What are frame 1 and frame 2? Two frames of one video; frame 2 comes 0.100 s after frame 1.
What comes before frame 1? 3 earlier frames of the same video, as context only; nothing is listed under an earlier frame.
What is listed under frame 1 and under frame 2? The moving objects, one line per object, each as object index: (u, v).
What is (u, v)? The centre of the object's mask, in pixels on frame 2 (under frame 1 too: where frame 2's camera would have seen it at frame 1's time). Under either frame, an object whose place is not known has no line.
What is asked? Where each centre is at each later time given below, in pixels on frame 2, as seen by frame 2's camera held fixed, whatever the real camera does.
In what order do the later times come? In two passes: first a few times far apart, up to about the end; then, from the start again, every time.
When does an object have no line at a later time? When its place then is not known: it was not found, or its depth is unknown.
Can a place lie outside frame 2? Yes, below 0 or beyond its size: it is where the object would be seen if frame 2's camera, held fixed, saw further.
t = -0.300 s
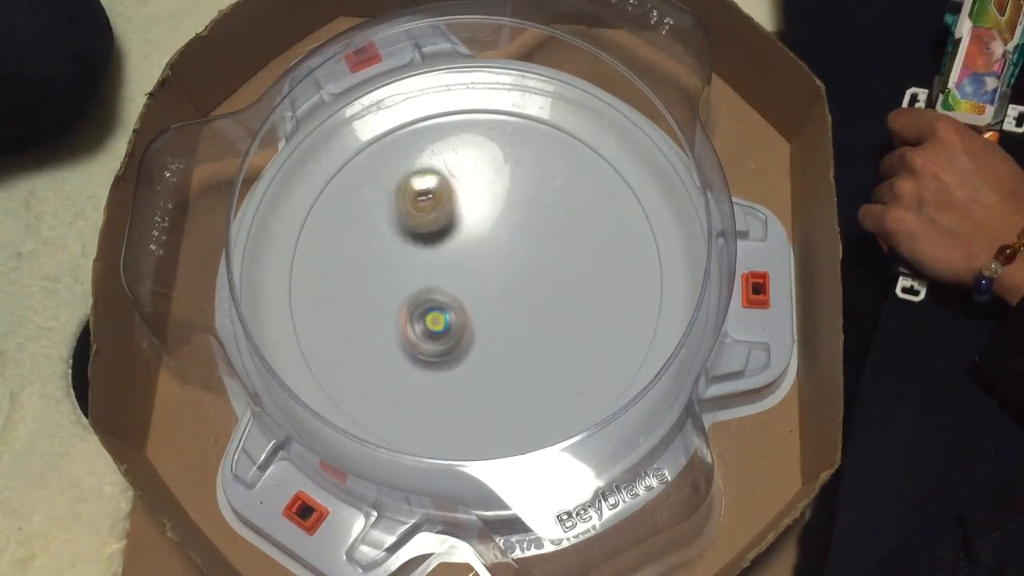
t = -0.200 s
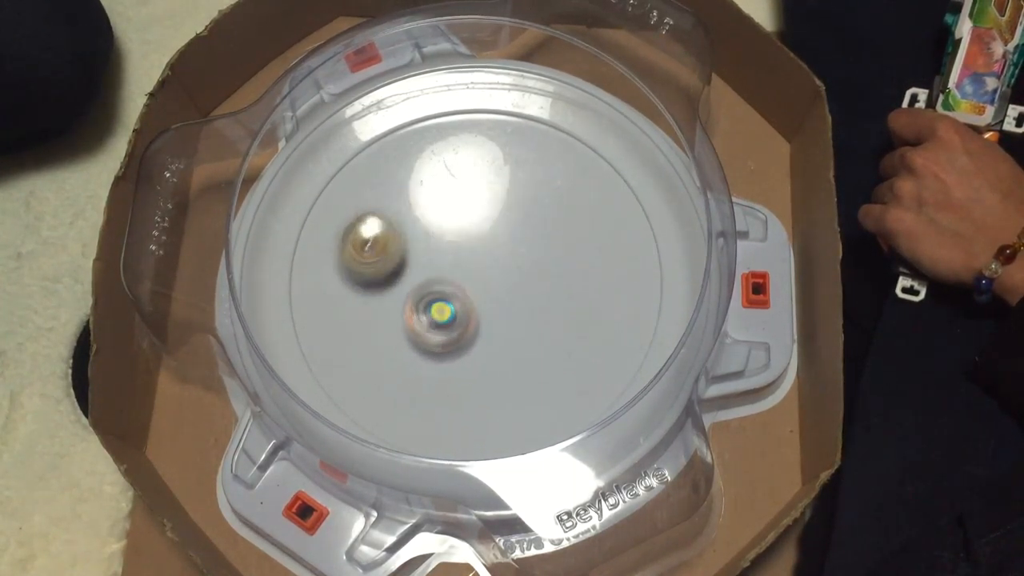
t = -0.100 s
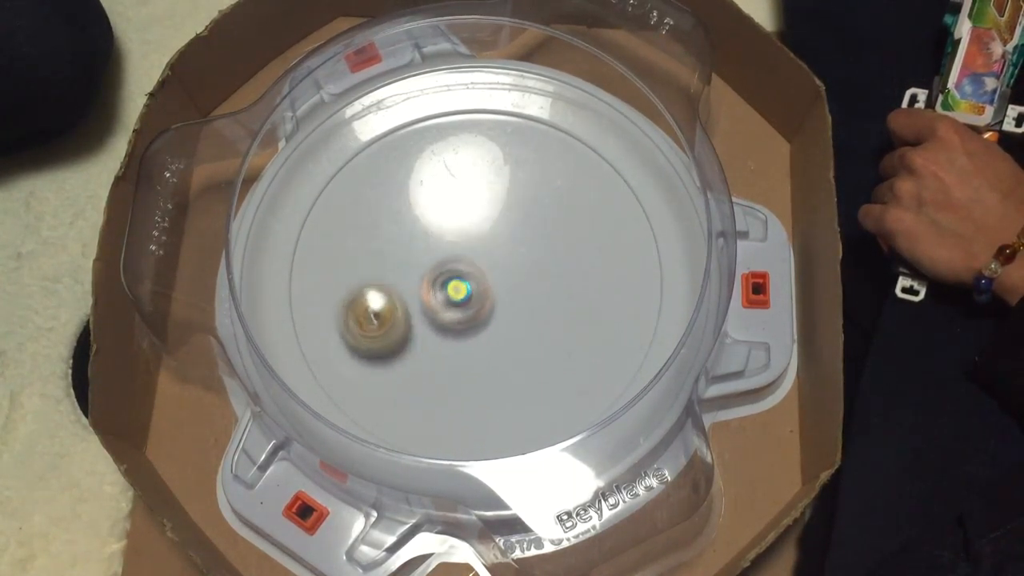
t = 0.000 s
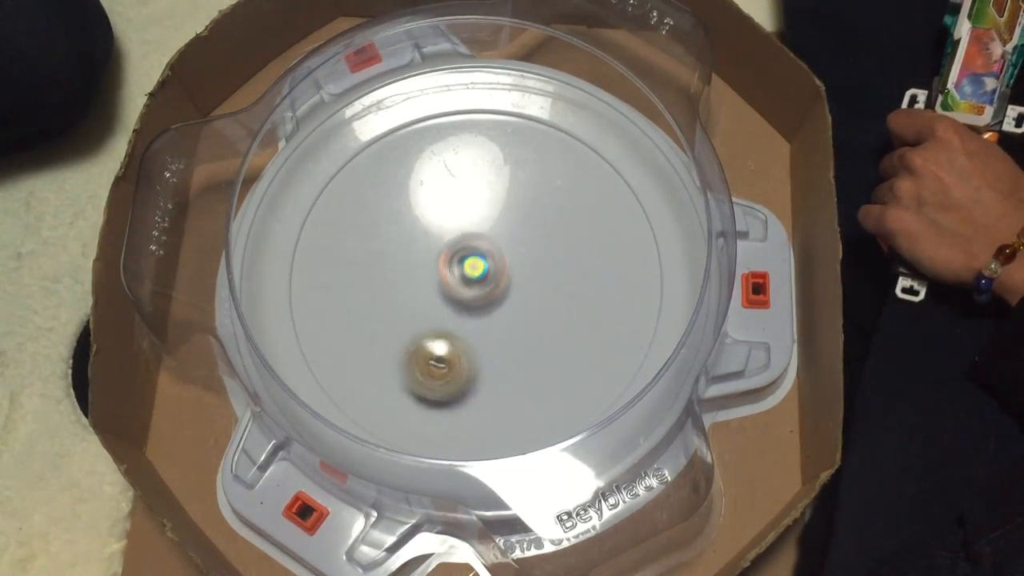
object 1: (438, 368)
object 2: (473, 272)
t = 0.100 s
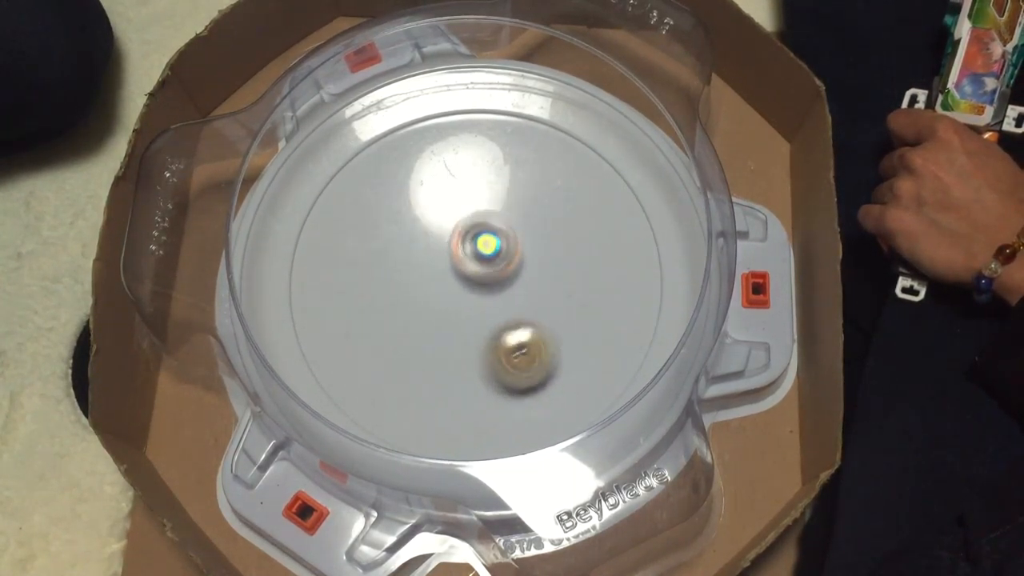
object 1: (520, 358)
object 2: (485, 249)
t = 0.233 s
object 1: (572, 272)
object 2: (492, 226)
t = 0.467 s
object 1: (519, 145)
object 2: (440, 226)
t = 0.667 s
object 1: (405, 181)
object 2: (452, 301)
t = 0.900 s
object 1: (405, 294)
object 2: (553, 424)
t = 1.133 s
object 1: (563, 287)
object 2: (587, 351)
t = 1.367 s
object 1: (554, 159)
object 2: (516, 289)
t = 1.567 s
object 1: (435, 201)
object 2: (422, 280)
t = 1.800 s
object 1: (452, 325)
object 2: (358, 394)
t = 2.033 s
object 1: (576, 306)
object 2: (440, 383)
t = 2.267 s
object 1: (513, 213)
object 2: (499, 271)
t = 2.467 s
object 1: (469, 152)
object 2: (395, 224)
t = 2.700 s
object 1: (431, 228)
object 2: (342, 192)
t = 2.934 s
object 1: (553, 289)
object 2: (413, 218)
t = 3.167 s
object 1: (621, 234)
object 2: (541, 269)
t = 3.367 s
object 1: (543, 222)
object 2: (571, 317)
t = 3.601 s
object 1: (456, 327)
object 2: (538, 320)
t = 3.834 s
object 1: (504, 409)
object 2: (474, 289)
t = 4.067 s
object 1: (520, 314)
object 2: (452, 288)
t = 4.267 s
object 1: (460, 276)
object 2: (381, 259)
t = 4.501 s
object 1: (479, 347)
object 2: (301, 203)
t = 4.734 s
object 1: (571, 346)
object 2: (364, 217)
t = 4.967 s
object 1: (555, 276)
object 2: (501, 266)
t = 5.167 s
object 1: (582, 260)
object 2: (501, 225)
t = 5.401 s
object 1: (525, 281)
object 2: (491, 213)
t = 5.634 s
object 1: (482, 355)
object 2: (476, 257)
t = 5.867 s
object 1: (442, 391)
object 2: (477, 336)
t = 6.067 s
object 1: (406, 373)
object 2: (509, 375)
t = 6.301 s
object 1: (401, 306)
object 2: (493, 348)
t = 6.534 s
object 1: (430, 226)
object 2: (440, 303)
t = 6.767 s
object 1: (487, 180)
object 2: (386, 294)
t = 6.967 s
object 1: (539, 199)
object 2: (403, 287)
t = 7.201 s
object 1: (552, 267)
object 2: (448, 283)
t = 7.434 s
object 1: (510, 329)
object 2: (455, 261)
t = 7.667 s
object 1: (454, 315)
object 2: (468, 252)
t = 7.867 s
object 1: (436, 259)
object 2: (508, 222)
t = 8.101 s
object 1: (435, 226)
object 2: (498, 247)
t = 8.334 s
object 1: (446, 241)
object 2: (483, 310)
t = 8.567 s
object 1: (477, 276)
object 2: (472, 334)
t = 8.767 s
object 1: (505, 277)
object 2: (476, 337)
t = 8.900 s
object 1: (498, 279)
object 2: (476, 336)
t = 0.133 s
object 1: (541, 342)
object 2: (488, 242)
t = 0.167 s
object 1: (559, 322)
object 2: (491, 236)
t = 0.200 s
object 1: (568, 298)
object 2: (492, 230)
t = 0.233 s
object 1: (572, 272)
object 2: (492, 226)
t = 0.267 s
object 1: (570, 248)
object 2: (491, 223)
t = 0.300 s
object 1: (564, 227)
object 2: (490, 222)
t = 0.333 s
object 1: (562, 206)
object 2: (480, 221)
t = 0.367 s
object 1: (558, 186)
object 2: (470, 223)
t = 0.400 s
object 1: (549, 169)
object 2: (457, 227)
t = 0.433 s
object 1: (536, 155)
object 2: (445, 227)
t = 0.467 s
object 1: (519, 145)
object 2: (440, 226)
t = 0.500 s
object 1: (499, 142)
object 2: (436, 231)
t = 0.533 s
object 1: (477, 145)
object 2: (434, 235)
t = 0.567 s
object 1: (456, 154)
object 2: (434, 240)
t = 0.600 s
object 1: (438, 169)
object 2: (436, 244)
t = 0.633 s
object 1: (419, 184)
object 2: (440, 256)
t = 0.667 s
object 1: (405, 181)
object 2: (452, 301)
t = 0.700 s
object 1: (393, 183)
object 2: (464, 338)
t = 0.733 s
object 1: (382, 194)
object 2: (480, 373)
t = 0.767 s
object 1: (375, 211)
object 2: (496, 402)
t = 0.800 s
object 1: (372, 232)
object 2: (512, 420)
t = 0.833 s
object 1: (377, 255)
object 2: (526, 427)
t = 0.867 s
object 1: (388, 275)
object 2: (541, 427)
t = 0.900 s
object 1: (405, 294)
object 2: (553, 424)
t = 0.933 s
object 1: (427, 308)
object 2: (563, 419)
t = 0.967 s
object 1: (452, 317)
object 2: (577, 416)
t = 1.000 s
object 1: (477, 322)
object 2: (584, 407)
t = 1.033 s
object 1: (502, 320)
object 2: (588, 396)
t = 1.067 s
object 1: (525, 314)
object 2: (590, 384)
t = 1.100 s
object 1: (546, 303)
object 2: (589, 367)
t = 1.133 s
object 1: (563, 287)
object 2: (587, 351)
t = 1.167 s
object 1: (574, 266)
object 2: (582, 342)
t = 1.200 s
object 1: (584, 244)
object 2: (575, 331)
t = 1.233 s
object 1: (588, 223)
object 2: (567, 321)
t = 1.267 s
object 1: (588, 203)
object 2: (557, 311)
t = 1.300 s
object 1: (582, 185)
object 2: (545, 302)
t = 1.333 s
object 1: (570, 170)
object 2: (531, 294)
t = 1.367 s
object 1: (554, 159)
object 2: (516, 289)
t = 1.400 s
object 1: (536, 153)
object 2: (499, 283)
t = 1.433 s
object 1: (514, 152)
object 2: (482, 280)
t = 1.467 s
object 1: (492, 157)
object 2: (466, 277)
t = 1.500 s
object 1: (472, 166)
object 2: (451, 276)
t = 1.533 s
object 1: (451, 182)
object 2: (435, 276)
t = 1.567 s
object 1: (435, 201)
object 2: (422, 280)
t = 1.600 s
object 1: (425, 217)
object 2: (407, 291)
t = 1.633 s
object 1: (418, 232)
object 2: (393, 309)
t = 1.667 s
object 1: (416, 250)
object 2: (381, 326)
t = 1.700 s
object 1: (417, 270)
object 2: (372, 344)
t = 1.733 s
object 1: (424, 292)
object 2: (365, 361)
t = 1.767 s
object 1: (435, 309)
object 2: (360, 379)
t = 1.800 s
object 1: (452, 325)
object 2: (358, 394)
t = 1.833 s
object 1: (469, 336)
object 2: (361, 405)
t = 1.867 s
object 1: (490, 343)
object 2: (370, 410)
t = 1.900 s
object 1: (510, 346)
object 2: (381, 411)
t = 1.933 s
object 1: (532, 342)
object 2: (395, 409)
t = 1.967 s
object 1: (549, 335)
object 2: (411, 403)
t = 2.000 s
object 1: (566, 321)
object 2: (426, 394)
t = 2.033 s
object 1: (576, 306)
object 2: (440, 383)
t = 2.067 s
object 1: (582, 289)
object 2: (454, 371)
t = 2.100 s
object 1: (582, 271)
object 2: (466, 355)
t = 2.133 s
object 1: (576, 254)
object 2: (477, 339)
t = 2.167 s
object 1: (565, 240)
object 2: (486, 322)
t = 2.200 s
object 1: (551, 230)
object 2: (493, 303)
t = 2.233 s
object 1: (530, 221)
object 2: (498, 286)
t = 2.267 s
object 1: (513, 213)
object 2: (499, 271)
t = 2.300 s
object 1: (502, 202)
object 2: (490, 260)
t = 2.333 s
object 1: (493, 195)
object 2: (476, 250)
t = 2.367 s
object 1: (490, 184)
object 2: (455, 244)
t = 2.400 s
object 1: (486, 172)
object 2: (434, 239)
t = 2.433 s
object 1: (479, 161)
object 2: (413, 231)
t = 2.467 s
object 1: (469, 152)
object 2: (395, 224)
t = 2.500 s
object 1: (456, 147)
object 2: (380, 217)
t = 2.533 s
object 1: (443, 149)
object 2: (368, 211)
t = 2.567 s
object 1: (430, 157)
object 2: (359, 207)
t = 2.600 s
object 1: (421, 171)
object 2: (352, 202)
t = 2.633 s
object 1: (418, 191)
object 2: (347, 198)
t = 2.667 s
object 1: (422, 210)
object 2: (343, 194)
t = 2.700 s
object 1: (431, 228)
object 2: (342, 192)
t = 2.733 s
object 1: (444, 245)
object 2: (344, 192)
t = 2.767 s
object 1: (459, 258)
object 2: (349, 194)
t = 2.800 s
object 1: (477, 270)
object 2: (357, 195)
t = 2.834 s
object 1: (496, 280)
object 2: (369, 201)
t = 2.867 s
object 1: (514, 285)
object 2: (381, 206)
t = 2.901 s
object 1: (535, 289)
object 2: (396, 211)
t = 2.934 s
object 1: (553, 289)
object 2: (413, 218)
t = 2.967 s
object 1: (569, 287)
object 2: (431, 226)
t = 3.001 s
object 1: (584, 280)
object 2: (450, 232)
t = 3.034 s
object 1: (598, 273)
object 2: (470, 240)
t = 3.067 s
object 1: (609, 265)
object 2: (488, 247)
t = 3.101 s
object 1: (618, 255)
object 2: (508, 252)
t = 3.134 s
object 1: (622, 243)
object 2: (526, 260)
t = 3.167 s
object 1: (621, 234)
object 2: (541, 269)
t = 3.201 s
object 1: (614, 226)
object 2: (556, 274)
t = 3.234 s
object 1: (605, 218)
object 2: (565, 282)
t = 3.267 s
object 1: (594, 214)
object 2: (568, 294)
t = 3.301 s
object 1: (580, 214)
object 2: (570, 304)
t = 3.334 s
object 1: (562, 216)
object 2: (571, 312)
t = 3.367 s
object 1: (543, 222)
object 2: (571, 317)
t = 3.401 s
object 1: (525, 232)
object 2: (570, 322)
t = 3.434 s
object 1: (507, 243)
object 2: (567, 324)
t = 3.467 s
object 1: (491, 257)
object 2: (564, 326)
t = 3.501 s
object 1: (478, 272)
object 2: (559, 326)
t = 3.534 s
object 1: (469, 290)
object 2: (553, 325)
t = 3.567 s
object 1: (461, 308)
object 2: (546, 323)
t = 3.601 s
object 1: (456, 327)
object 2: (538, 320)
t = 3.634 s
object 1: (455, 344)
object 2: (529, 316)
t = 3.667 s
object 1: (455, 361)
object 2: (520, 312)
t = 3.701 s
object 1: (460, 376)
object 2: (509, 307)
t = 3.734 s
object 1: (466, 390)
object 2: (500, 303)
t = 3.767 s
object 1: (477, 400)
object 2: (491, 298)
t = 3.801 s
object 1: (491, 407)
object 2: (482, 294)
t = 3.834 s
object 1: (504, 409)
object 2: (474, 289)
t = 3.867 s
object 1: (519, 405)
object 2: (468, 287)
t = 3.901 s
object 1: (531, 394)
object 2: (462, 285)
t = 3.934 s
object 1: (538, 380)
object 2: (458, 284)
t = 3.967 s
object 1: (540, 364)
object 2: (454, 283)
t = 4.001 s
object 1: (537, 346)
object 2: (453, 284)
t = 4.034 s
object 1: (530, 329)
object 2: (452, 286)
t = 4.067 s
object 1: (520, 314)
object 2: (452, 288)
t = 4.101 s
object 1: (514, 305)
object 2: (443, 284)
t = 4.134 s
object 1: (503, 296)
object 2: (434, 280)
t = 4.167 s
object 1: (492, 288)
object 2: (422, 274)
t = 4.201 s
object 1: (480, 283)
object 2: (409, 269)
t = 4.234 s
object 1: (472, 279)
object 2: (393, 263)
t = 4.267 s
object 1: (460, 276)
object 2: (381, 259)
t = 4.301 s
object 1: (447, 275)
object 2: (371, 257)
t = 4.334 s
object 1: (434, 277)
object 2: (364, 258)
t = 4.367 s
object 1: (430, 289)
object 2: (353, 253)
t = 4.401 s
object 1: (442, 311)
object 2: (333, 235)
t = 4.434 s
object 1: (454, 327)
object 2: (315, 220)
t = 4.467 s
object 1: (466, 338)
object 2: (303, 208)
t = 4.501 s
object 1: (479, 347)
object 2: (301, 203)
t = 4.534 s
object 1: (493, 354)
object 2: (301, 195)
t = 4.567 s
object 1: (507, 359)
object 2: (305, 194)
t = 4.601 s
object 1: (521, 361)
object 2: (312, 197)
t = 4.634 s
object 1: (535, 362)
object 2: (321, 200)
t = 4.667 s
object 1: (549, 359)
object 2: (333, 204)
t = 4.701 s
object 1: (561, 354)
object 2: (347, 210)
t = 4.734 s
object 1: (571, 346)
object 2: (364, 217)
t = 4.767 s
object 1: (578, 336)
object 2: (384, 226)
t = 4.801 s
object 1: (580, 324)
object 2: (406, 233)
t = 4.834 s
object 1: (579, 312)
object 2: (430, 244)
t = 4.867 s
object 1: (574, 301)
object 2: (452, 252)
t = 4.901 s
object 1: (566, 290)
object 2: (475, 260)
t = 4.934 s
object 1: (556, 280)
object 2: (495, 267)
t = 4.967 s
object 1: (555, 276)
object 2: (501, 266)
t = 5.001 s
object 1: (560, 277)
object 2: (504, 261)
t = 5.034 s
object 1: (566, 276)
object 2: (507, 253)
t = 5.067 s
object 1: (571, 274)
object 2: (506, 245)
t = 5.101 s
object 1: (577, 270)
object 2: (505, 238)
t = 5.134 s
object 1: (581, 265)
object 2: (502, 231)
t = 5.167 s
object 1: (582, 260)
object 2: (501, 225)
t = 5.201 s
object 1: (579, 257)
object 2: (500, 218)
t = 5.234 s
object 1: (574, 255)
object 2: (499, 215)
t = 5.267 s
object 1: (566, 255)
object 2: (499, 213)
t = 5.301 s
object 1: (556, 254)
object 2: (498, 213)
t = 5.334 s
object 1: (544, 256)
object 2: (496, 214)
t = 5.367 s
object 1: (533, 267)
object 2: (493, 215)
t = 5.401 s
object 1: (525, 281)
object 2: (491, 213)
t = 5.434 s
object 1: (519, 294)
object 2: (487, 213)
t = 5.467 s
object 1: (514, 304)
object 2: (485, 215)
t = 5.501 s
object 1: (508, 315)
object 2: (483, 220)
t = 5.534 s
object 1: (502, 327)
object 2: (481, 227)
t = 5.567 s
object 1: (496, 337)
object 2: (479, 236)
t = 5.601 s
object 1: (489, 347)
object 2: (478, 246)
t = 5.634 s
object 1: (482, 355)
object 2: (476, 257)
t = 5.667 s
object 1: (475, 364)
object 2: (475, 268)
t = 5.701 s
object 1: (469, 371)
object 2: (474, 280)
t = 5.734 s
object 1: (462, 378)
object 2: (473, 293)
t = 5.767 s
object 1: (456, 383)
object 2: (474, 304)
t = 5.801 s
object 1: (450, 388)
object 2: (475, 316)
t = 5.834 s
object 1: (446, 392)
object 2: (475, 326)
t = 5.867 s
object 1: (442, 391)
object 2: (477, 336)
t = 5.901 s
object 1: (436, 391)
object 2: (483, 345)
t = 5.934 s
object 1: (428, 391)
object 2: (489, 356)
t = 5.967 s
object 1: (421, 389)
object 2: (495, 363)
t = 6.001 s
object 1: (416, 384)
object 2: (501, 369)
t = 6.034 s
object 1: (410, 379)
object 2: (505, 373)
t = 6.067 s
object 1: (406, 373)
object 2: (509, 375)
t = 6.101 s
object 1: (404, 365)
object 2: (510, 376)
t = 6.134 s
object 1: (401, 356)
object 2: (510, 374)
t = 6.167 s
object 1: (400, 347)
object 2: (509, 372)
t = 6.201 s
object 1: (399, 337)
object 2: (506, 368)
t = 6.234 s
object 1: (399, 327)
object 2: (503, 362)
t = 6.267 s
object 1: (400, 317)
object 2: (498, 356)
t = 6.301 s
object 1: (401, 306)
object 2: (493, 348)
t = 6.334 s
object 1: (404, 295)
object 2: (486, 340)
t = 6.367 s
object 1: (407, 285)
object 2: (480, 331)
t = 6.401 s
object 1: (410, 275)
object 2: (475, 321)
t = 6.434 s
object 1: (416, 264)
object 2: (468, 313)
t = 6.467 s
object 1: (420, 248)
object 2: (460, 308)
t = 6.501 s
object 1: (425, 236)
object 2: (449, 306)
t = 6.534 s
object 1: (430, 226)
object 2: (440, 303)
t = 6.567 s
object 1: (436, 216)
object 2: (428, 300)
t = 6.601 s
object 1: (443, 208)
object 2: (418, 297)
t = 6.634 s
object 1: (450, 200)
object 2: (407, 295)
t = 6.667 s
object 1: (459, 193)
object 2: (400, 295)
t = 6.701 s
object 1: (468, 188)
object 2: (393, 294)
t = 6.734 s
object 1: (478, 183)
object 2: (388, 294)
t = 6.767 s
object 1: (487, 180)
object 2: (386, 294)
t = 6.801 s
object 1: (497, 179)
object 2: (386, 294)
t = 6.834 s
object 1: (507, 180)
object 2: (387, 293)
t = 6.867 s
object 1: (516, 182)
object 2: (390, 292)
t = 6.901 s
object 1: (525, 186)
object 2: (394, 290)
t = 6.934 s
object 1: (533, 191)
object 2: (398, 289)
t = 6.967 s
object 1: (539, 199)
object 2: (403, 287)
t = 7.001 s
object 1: (546, 206)
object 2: (409, 286)
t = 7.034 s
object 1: (550, 215)
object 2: (415, 284)
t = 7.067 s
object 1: (554, 226)
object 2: (422, 283)
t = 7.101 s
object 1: (556, 235)
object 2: (429, 282)
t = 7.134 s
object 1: (556, 246)
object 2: (435, 282)
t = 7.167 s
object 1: (555, 258)
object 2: (441, 282)
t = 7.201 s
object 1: (552, 267)
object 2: (448, 283)
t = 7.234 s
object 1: (547, 279)
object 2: (455, 283)
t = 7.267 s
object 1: (542, 288)
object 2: (461, 285)
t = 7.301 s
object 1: (535, 298)
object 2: (466, 285)
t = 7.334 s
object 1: (532, 312)
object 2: (466, 278)
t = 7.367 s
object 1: (524, 321)
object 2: (461, 273)
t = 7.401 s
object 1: (516, 325)
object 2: (458, 265)
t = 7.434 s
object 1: (510, 329)
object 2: (455, 261)
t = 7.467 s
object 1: (501, 331)
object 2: (454, 252)
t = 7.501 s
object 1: (491, 332)
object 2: (455, 252)
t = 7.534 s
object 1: (481, 330)
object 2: (457, 251)
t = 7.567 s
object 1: (473, 327)
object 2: (459, 251)
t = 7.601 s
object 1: (466, 323)
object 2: (461, 255)
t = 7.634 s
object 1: (459, 320)
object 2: (463, 256)
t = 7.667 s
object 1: (454, 315)
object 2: (468, 252)
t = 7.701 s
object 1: (447, 307)
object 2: (476, 247)
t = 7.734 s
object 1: (444, 298)
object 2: (485, 240)
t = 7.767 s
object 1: (442, 288)
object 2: (493, 234)
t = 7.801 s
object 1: (441, 278)
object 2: (500, 228)
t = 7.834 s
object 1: (438, 268)
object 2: (505, 224)
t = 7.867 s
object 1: (436, 259)
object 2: (508, 222)
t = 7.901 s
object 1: (435, 250)
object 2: (510, 222)
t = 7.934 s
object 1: (434, 242)
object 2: (510, 223)
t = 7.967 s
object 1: (431, 235)
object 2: (510, 227)
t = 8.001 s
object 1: (433, 231)
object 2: (508, 231)
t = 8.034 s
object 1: (432, 228)
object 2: (505, 235)
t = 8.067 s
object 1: (433, 226)
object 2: (501, 241)
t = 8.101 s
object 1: (435, 226)
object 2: (498, 247)
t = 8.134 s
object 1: (435, 226)
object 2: (497, 255)
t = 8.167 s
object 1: (435, 228)
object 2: (494, 264)
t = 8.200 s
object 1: (436, 228)
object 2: (492, 274)
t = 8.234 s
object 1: (437, 231)
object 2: (492, 285)
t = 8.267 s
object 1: (439, 233)
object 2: (491, 294)
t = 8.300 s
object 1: (441, 237)
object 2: (487, 303)
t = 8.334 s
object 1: (446, 241)
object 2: (483, 310)
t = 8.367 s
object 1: (448, 248)
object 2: (480, 317)
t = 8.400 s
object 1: (451, 254)
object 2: (476, 322)
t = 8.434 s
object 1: (454, 259)
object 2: (473, 328)
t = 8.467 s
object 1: (459, 264)
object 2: (473, 331)
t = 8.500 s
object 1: (463, 268)
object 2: (473, 333)
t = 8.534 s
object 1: (468, 273)
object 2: (473, 333)
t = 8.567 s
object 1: (477, 276)
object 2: (472, 334)
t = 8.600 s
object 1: (486, 278)
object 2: (471, 333)
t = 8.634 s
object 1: (493, 279)
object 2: (471, 334)
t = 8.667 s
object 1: (498, 279)
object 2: (472, 335)
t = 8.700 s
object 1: (502, 278)
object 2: (473, 335)
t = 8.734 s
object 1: (504, 278)
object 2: (474, 337)
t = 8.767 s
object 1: (505, 277)
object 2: (476, 337)
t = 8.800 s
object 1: (505, 277)
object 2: (477, 337)
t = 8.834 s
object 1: (503, 278)
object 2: (477, 337)
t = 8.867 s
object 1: (501, 279)
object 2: (476, 337)
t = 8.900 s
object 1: (498, 279)
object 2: (476, 336)
